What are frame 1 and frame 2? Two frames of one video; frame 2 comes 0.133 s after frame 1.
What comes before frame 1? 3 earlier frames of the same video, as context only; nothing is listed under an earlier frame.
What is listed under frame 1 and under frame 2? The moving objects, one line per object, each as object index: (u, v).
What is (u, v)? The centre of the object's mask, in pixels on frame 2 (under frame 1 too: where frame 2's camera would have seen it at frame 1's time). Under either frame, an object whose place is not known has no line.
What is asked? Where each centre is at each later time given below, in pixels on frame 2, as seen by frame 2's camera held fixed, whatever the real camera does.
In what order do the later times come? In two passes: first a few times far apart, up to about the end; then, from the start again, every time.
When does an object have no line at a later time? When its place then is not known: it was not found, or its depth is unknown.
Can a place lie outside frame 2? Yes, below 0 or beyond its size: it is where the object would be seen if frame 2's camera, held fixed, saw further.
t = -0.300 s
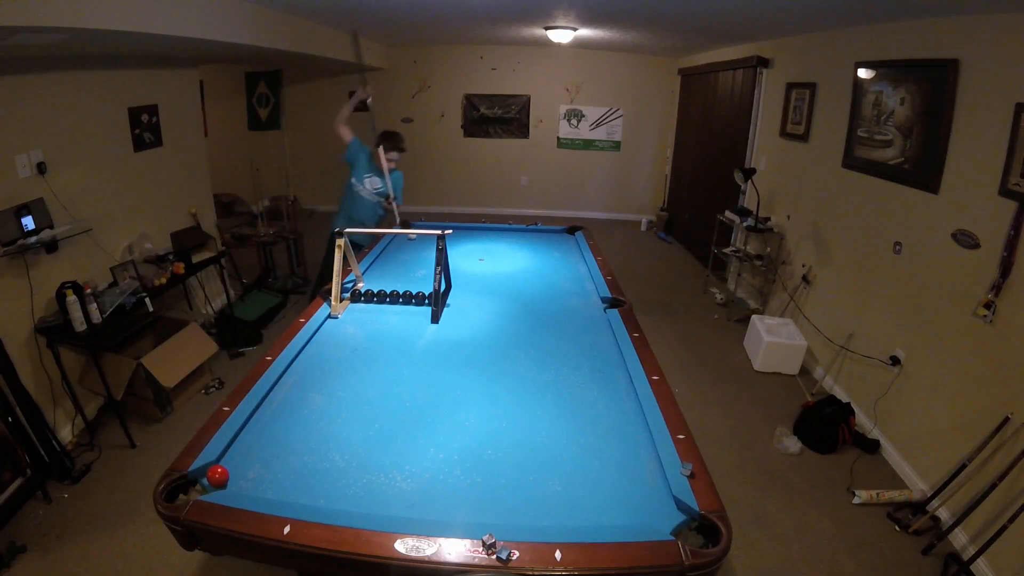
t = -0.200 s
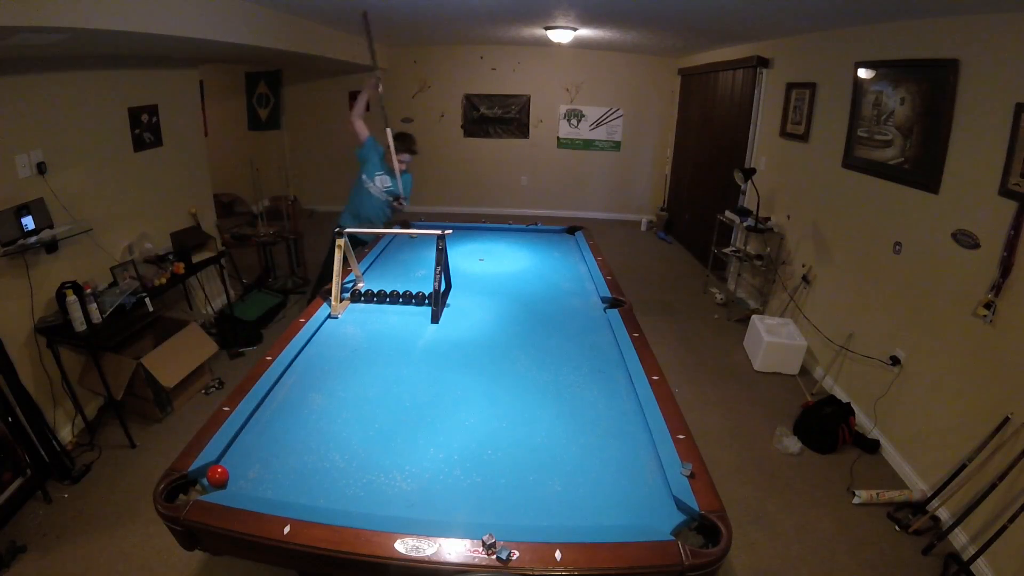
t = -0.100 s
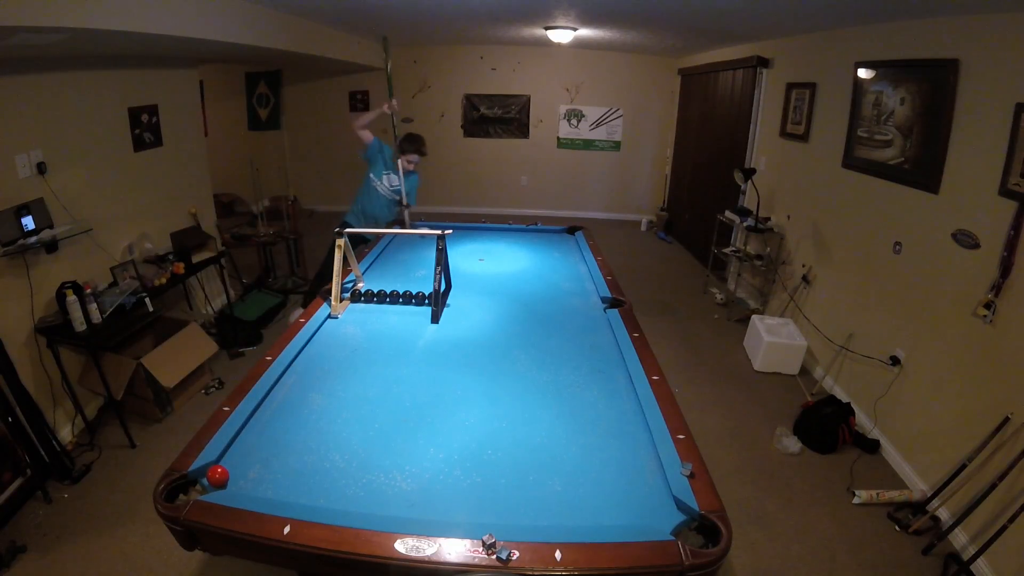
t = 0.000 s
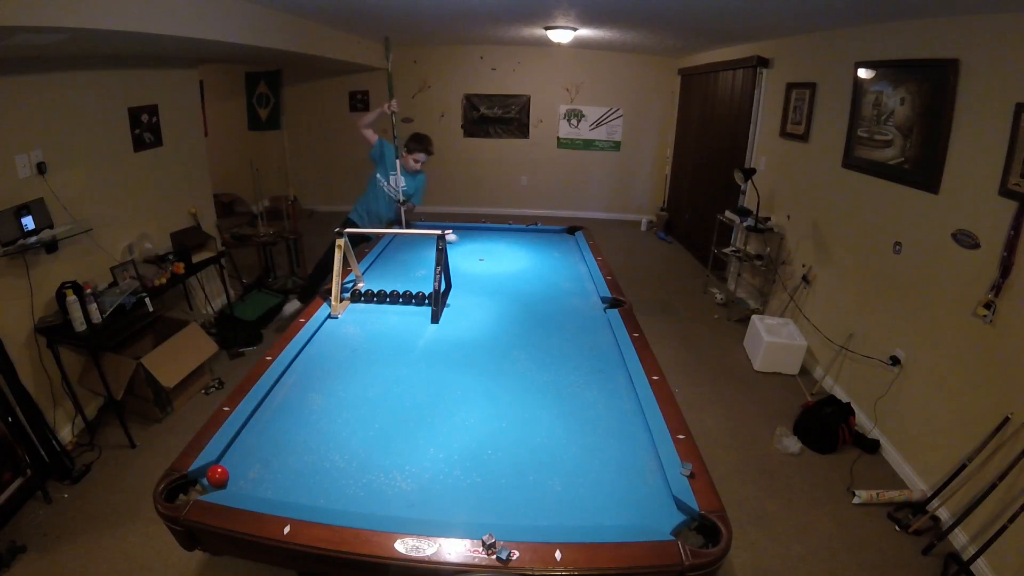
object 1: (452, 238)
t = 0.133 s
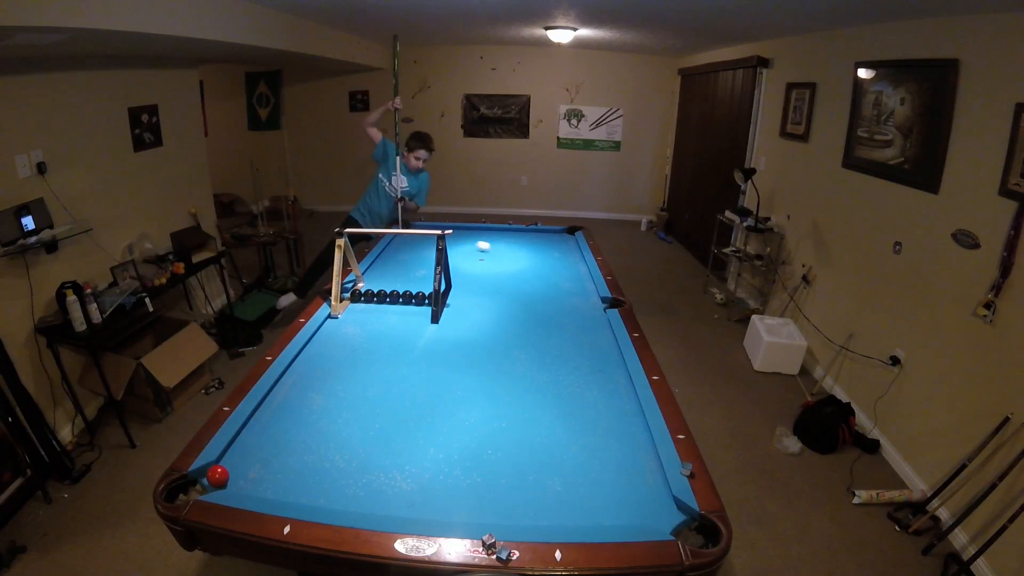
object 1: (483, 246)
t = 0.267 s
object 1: (511, 254)
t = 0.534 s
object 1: (551, 274)
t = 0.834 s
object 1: (560, 302)
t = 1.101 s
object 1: (523, 332)
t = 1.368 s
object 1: (441, 371)
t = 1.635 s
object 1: (335, 421)
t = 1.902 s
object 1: (232, 463)
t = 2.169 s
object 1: (234, 466)
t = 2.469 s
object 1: (245, 471)
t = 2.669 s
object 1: (251, 474)
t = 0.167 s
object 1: (490, 248)
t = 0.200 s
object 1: (498, 250)
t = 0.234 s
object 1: (505, 252)
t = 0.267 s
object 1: (511, 254)
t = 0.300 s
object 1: (517, 256)
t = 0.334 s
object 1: (523, 259)
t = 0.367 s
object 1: (529, 261)
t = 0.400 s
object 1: (535, 264)
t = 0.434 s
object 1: (539, 267)
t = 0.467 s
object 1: (544, 269)
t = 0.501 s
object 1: (548, 272)
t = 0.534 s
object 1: (551, 274)
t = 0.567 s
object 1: (554, 277)
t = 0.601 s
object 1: (557, 280)
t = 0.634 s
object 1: (559, 283)
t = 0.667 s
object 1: (561, 286)
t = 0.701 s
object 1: (562, 289)
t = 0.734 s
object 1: (562, 292)
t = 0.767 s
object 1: (562, 295)
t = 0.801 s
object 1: (561, 298)
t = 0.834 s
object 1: (560, 302)
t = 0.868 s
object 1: (558, 305)
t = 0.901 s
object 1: (555, 309)
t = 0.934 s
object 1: (552, 312)
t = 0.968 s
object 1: (547, 316)
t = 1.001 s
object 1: (543, 320)
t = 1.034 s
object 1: (537, 324)
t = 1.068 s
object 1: (530, 328)
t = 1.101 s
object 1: (523, 332)
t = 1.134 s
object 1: (514, 336)
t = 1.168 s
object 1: (505, 341)
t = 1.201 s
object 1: (495, 345)
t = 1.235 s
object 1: (485, 350)
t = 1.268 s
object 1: (474, 355)
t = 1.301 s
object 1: (464, 360)
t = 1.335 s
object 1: (452, 365)
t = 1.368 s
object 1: (441, 371)
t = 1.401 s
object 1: (429, 376)
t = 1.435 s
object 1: (417, 382)
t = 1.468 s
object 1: (404, 388)
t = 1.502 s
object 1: (391, 394)
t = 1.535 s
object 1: (377, 401)
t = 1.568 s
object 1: (363, 407)
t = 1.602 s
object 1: (349, 414)
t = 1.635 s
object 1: (335, 421)
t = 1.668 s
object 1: (320, 427)
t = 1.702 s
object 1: (304, 434)
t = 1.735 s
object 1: (288, 442)
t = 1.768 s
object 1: (272, 449)
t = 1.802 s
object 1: (256, 456)
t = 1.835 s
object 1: (241, 463)
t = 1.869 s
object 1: (235, 463)
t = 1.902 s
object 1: (232, 463)
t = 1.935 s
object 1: (227, 462)
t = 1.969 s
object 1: (225, 463)
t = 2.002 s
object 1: (227, 463)
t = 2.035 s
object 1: (229, 464)
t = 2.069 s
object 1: (230, 465)
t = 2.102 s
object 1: (231, 465)
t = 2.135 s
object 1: (233, 465)
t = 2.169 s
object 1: (234, 466)
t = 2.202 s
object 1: (235, 467)
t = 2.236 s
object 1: (236, 467)
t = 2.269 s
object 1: (238, 468)
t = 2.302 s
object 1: (239, 469)
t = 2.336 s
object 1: (240, 469)
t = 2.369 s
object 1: (241, 470)
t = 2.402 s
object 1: (243, 470)
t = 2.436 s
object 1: (244, 471)
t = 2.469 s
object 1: (245, 471)
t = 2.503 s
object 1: (246, 472)
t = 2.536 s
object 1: (247, 472)
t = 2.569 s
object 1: (248, 473)
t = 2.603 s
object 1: (249, 474)
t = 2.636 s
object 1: (250, 474)
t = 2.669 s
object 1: (251, 474)
